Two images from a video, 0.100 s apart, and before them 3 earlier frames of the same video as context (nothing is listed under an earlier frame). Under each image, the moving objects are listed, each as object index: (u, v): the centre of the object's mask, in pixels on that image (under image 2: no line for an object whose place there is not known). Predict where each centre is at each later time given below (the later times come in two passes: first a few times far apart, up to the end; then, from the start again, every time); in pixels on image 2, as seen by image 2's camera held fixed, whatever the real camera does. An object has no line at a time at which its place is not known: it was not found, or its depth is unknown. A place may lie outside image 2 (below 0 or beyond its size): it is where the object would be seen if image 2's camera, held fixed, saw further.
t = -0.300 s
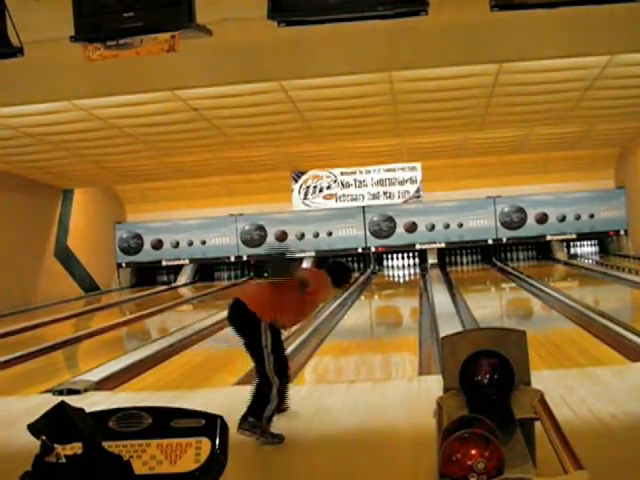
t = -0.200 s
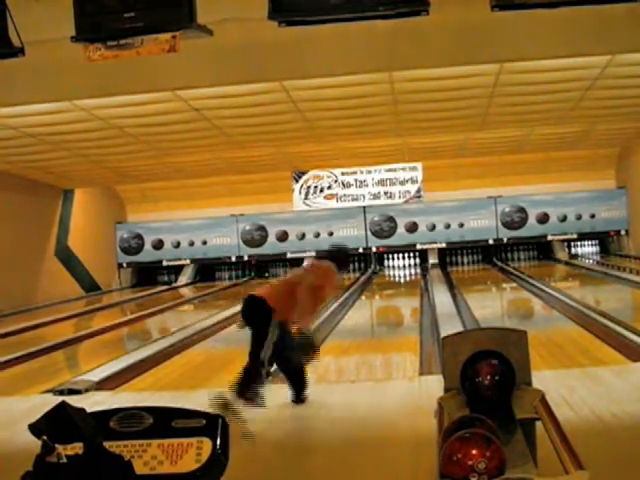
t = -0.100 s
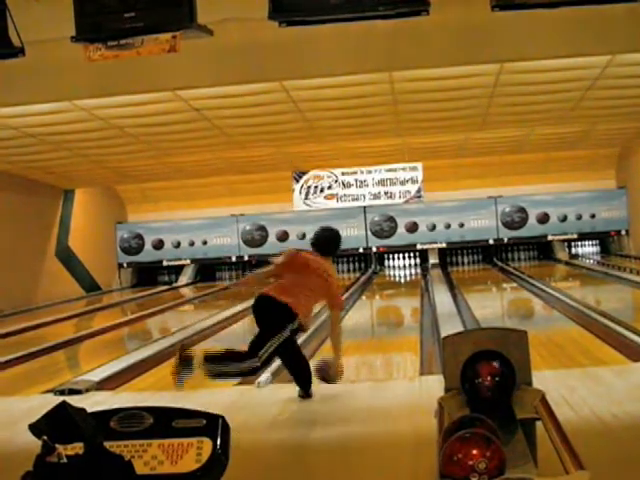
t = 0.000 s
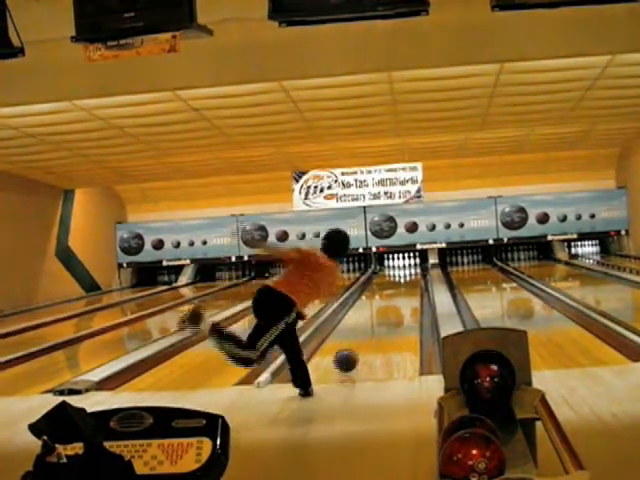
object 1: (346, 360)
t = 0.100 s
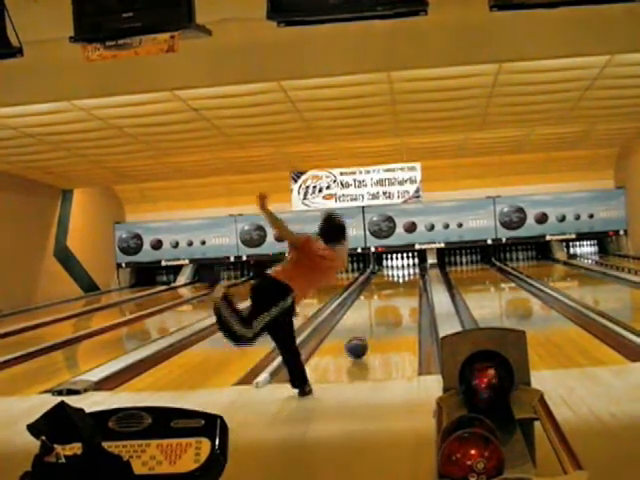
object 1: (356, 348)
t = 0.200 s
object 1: (366, 336)
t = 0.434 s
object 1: (382, 315)
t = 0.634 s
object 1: (392, 303)
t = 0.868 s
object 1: (400, 293)
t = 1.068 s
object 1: (404, 283)
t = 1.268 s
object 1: (408, 278)
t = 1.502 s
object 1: (410, 272)
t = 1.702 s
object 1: (411, 269)
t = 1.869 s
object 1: (406, 267)
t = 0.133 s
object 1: (359, 344)
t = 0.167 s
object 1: (363, 340)
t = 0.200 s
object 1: (366, 336)
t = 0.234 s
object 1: (369, 333)
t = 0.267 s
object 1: (372, 329)
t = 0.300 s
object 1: (373, 326)
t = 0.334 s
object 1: (376, 323)
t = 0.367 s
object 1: (378, 320)
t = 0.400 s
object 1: (380, 318)
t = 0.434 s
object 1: (382, 315)
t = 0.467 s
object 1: (384, 313)
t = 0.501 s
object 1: (386, 311)
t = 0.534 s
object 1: (388, 308)
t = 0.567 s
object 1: (389, 307)
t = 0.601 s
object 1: (390, 305)
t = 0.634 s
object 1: (392, 303)
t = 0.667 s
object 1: (393, 300)
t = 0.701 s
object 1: (394, 299)
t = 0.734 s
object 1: (396, 297)
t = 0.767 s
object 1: (398, 294)
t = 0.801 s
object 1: (398, 294)
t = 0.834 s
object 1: (398, 294)
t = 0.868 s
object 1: (400, 293)
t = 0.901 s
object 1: (401, 291)
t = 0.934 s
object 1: (402, 288)
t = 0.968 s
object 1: (402, 289)
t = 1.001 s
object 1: (403, 286)
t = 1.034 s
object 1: (403, 285)
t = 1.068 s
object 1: (404, 283)
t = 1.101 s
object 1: (405, 283)
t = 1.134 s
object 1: (406, 282)
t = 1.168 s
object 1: (406, 280)
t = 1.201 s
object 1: (407, 279)
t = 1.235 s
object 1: (408, 278)
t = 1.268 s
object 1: (408, 278)
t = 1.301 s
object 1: (409, 278)
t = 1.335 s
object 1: (408, 276)
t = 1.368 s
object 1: (409, 275)
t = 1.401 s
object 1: (410, 275)
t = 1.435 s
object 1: (411, 272)
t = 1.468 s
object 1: (411, 272)
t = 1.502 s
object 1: (410, 272)
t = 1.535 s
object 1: (411, 272)
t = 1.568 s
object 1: (411, 272)
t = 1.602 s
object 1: (411, 272)
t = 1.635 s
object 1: (411, 271)
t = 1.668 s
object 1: (411, 271)
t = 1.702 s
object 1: (411, 269)
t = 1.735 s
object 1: (409, 270)
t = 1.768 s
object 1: (408, 269)
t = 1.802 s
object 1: (407, 268)
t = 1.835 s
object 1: (406, 267)
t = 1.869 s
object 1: (406, 267)
